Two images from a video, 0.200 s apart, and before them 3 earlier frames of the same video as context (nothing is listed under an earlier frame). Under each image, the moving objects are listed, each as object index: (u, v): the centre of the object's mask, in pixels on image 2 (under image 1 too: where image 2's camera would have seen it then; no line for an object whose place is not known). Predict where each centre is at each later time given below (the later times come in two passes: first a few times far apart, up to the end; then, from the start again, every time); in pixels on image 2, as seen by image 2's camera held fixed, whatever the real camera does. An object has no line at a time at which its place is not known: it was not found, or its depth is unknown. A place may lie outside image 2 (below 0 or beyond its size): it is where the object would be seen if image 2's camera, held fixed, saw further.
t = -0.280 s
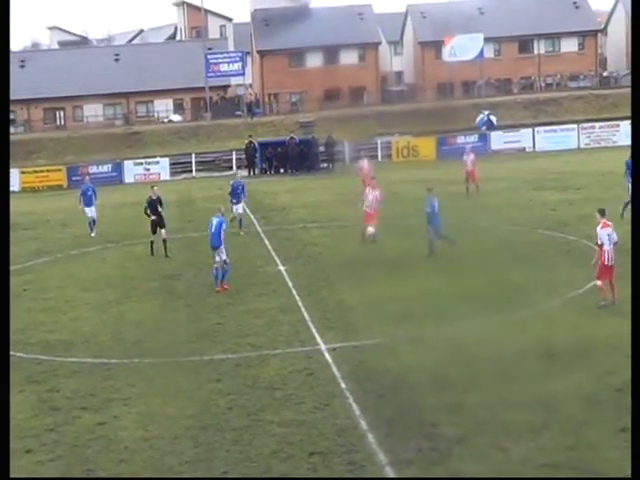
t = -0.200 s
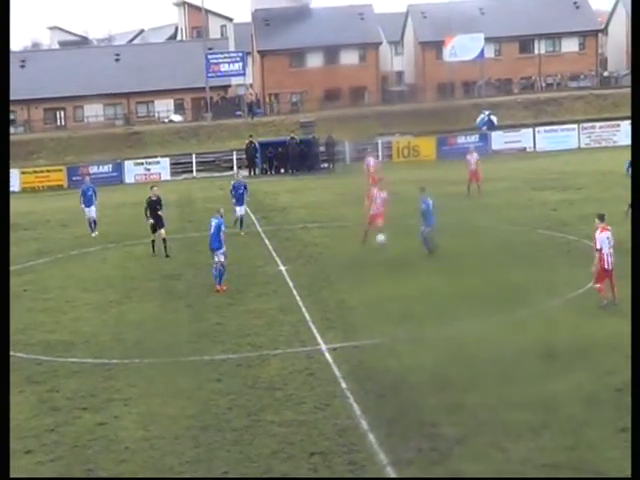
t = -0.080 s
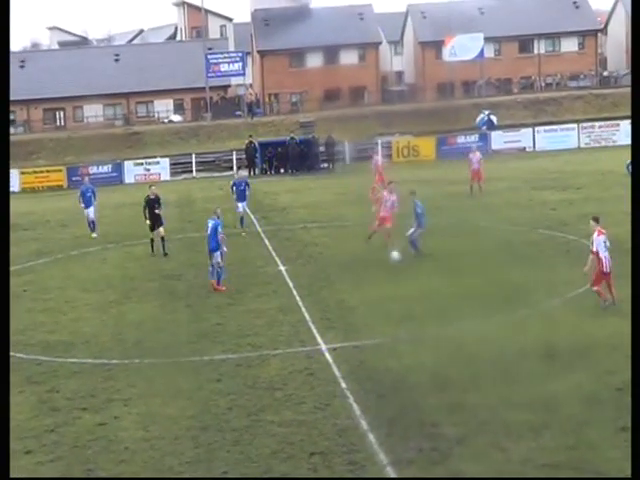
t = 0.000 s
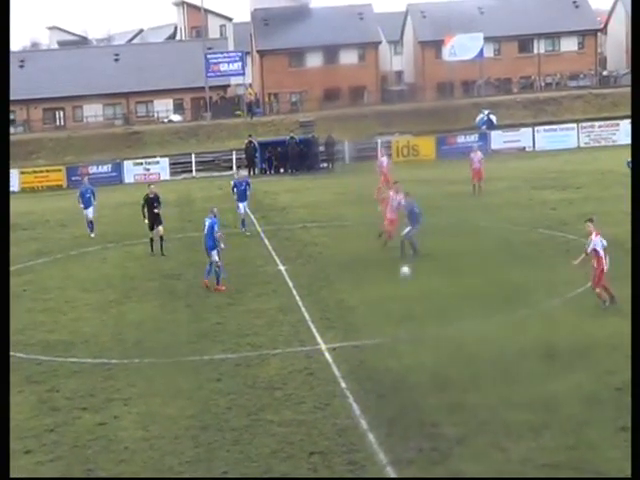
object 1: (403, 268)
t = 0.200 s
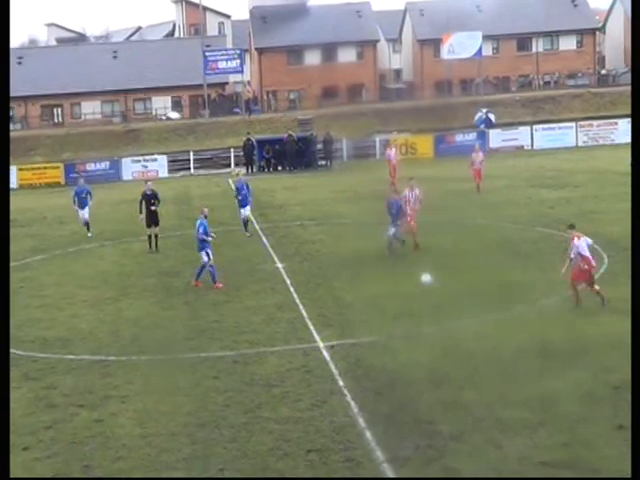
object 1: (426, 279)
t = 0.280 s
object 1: (437, 285)
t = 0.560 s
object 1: (474, 314)
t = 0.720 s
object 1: (494, 331)
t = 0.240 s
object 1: (432, 282)
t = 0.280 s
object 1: (437, 285)
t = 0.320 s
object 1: (443, 290)
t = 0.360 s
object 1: (448, 296)
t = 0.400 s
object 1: (453, 303)
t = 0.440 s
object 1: (458, 310)
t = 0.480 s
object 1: (463, 311)
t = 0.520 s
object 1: (468, 312)
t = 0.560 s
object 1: (474, 314)
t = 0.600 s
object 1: (478, 317)
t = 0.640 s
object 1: (484, 320)
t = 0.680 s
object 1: (489, 325)
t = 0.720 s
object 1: (494, 331)
